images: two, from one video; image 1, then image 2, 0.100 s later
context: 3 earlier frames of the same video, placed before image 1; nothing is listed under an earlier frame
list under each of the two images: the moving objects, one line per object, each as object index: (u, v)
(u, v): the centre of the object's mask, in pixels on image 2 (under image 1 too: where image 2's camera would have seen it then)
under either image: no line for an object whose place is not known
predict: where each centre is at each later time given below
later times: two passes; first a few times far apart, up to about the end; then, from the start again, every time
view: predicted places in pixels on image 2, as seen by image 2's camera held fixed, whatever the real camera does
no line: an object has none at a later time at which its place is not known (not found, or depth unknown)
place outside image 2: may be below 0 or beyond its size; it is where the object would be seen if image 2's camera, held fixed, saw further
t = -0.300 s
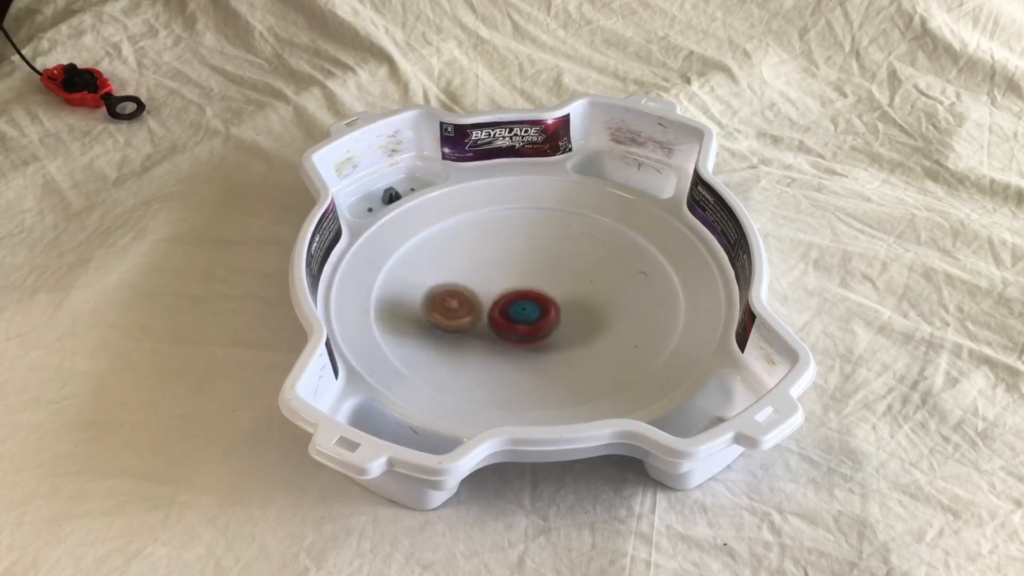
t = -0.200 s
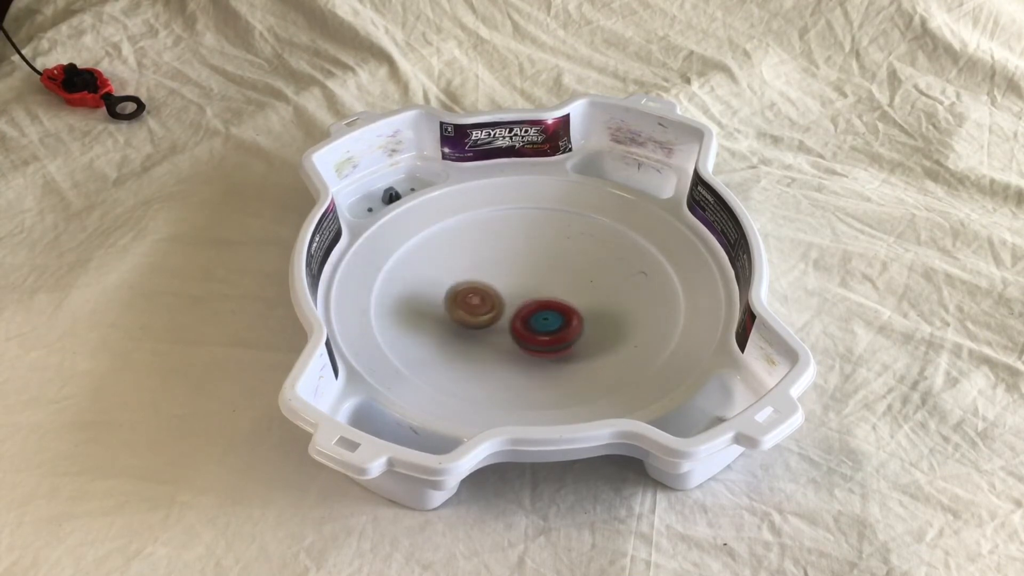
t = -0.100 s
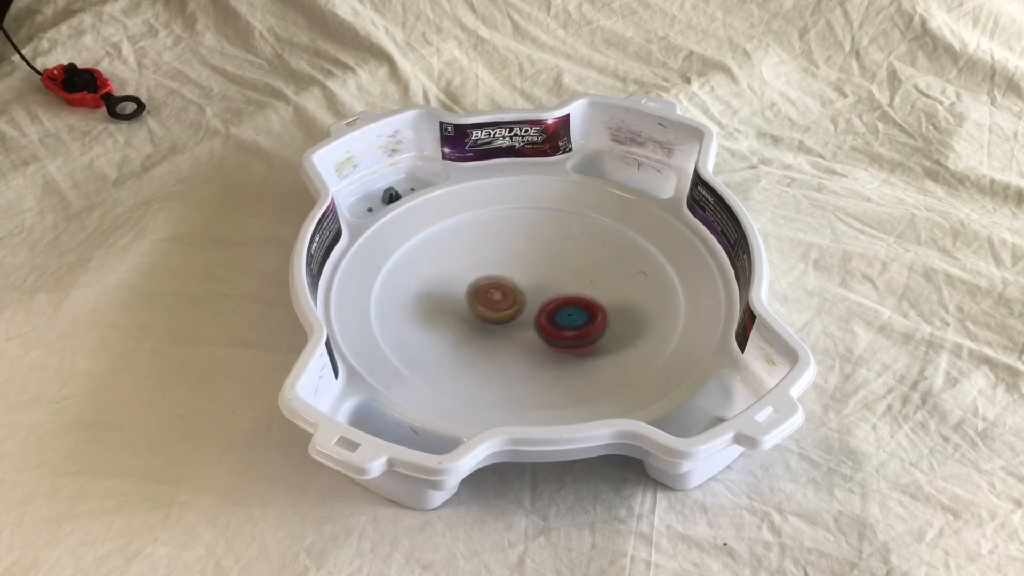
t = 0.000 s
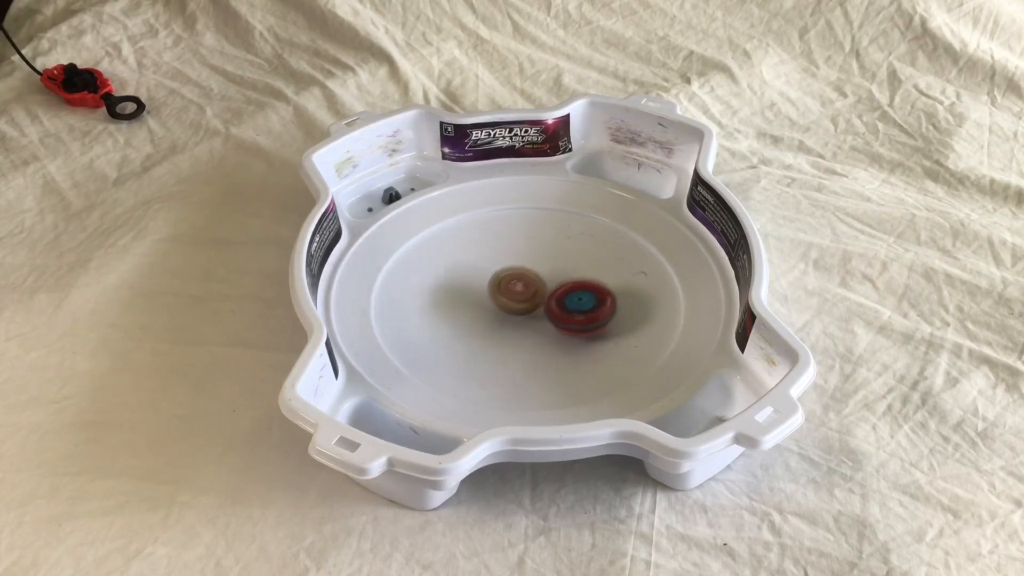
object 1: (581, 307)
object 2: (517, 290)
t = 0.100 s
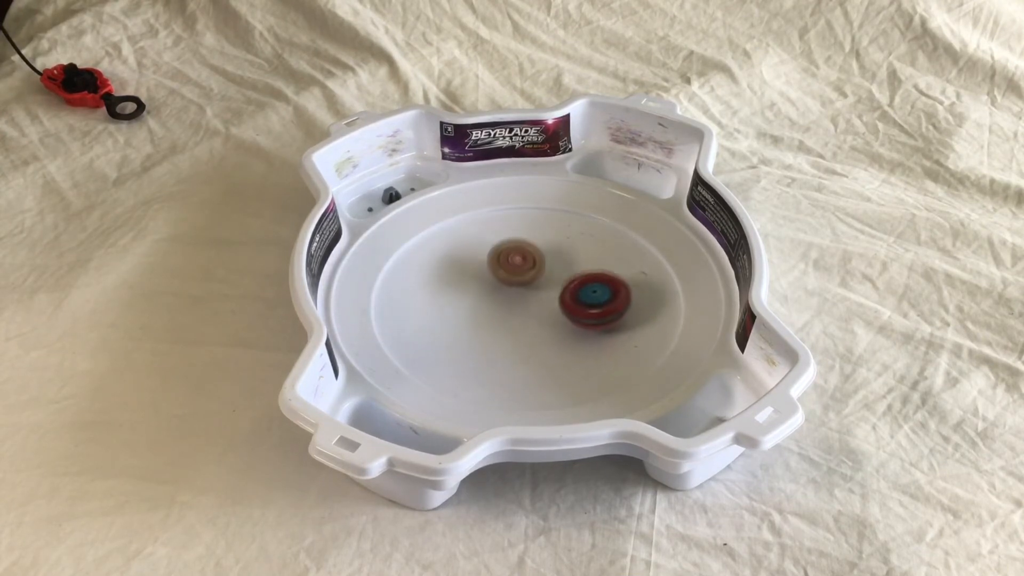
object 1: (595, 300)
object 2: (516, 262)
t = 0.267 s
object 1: (584, 281)
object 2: (524, 243)
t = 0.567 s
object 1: (534, 340)
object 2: (502, 200)
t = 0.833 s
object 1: (570, 354)
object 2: (517, 203)
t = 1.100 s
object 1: (534, 312)
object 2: (534, 253)
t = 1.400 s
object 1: (441, 309)
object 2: (590, 247)
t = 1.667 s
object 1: (436, 308)
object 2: (578, 273)
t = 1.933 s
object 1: (483, 276)
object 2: (532, 324)
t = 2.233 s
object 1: (512, 233)
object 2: (501, 341)
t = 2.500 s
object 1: (516, 232)
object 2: (488, 322)
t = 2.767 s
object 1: (583, 265)
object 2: (459, 273)
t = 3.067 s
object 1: (626, 278)
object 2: (449, 240)
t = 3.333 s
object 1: (606, 307)
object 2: (500, 255)
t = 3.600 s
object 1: (543, 330)
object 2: (577, 283)
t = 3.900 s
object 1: (477, 321)
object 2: (609, 307)
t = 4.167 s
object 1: (447, 291)
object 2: (560, 320)
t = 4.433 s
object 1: (457, 259)
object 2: (476, 308)
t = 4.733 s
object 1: (505, 238)
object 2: (443, 285)
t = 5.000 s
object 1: (557, 248)
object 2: (486, 269)
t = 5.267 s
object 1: (633, 284)
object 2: (445, 246)
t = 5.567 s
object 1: (607, 322)
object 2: (456, 266)
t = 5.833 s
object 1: (524, 335)
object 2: (498, 290)
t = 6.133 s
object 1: (439, 300)
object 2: (509, 284)
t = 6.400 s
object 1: (445, 262)
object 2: (519, 293)
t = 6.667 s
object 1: (518, 249)
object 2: (517, 302)
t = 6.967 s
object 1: (609, 260)
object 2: (511, 300)
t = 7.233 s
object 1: (604, 295)
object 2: (519, 292)
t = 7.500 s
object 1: (506, 341)
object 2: (523, 278)
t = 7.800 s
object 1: (421, 318)
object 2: (531, 274)
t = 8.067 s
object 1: (456, 270)
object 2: (529, 284)
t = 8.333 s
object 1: (546, 224)
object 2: (510, 292)
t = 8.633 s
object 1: (610, 256)
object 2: (501, 286)
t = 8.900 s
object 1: (574, 330)
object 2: (510, 283)
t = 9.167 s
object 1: (473, 347)
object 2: (523, 295)
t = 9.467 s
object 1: (444, 276)
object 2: (520, 303)
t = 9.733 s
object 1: (505, 228)
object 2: (516, 298)
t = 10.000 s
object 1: (578, 251)
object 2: (528, 288)
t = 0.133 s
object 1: (598, 296)
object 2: (518, 255)
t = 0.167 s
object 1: (598, 292)
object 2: (520, 252)
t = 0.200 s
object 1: (595, 288)
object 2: (522, 248)
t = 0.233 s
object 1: (591, 285)
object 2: (523, 245)
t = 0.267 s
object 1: (584, 281)
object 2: (524, 243)
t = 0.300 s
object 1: (575, 279)
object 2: (525, 241)
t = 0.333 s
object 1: (565, 279)
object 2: (526, 239)
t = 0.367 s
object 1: (555, 281)
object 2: (527, 236)
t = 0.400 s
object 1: (547, 298)
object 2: (525, 211)
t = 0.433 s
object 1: (540, 311)
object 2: (520, 193)
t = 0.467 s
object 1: (536, 321)
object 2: (514, 192)
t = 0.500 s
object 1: (534, 329)
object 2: (508, 200)
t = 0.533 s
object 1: (534, 335)
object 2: (504, 200)
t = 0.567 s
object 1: (534, 340)
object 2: (502, 200)
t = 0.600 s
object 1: (536, 345)
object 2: (503, 200)
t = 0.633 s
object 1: (539, 349)
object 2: (503, 199)
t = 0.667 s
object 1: (542, 353)
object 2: (505, 198)
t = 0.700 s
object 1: (547, 356)
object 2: (507, 198)
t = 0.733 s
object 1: (553, 357)
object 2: (509, 198)
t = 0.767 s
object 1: (559, 357)
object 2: (512, 199)
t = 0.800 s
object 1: (565, 357)
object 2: (514, 201)
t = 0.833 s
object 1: (570, 354)
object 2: (517, 203)
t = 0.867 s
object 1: (573, 350)
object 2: (519, 206)
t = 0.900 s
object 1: (573, 345)
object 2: (521, 210)
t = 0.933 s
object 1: (571, 340)
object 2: (523, 214)
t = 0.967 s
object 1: (567, 334)
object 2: (525, 220)
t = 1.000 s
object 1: (561, 328)
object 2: (527, 225)
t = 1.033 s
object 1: (553, 323)
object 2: (528, 233)
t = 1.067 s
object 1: (544, 317)
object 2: (530, 243)
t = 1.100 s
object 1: (534, 312)
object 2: (534, 253)
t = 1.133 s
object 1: (524, 307)
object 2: (539, 261)
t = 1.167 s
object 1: (508, 311)
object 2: (556, 254)
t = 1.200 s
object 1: (493, 313)
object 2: (571, 249)
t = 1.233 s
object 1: (481, 312)
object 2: (580, 247)
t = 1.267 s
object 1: (470, 312)
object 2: (583, 246)
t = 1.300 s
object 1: (462, 311)
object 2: (586, 246)
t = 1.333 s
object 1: (454, 310)
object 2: (588, 246)
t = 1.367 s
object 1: (447, 310)
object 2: (589, 246)
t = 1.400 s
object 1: (441, 309)
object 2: (590, 247)
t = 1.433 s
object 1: (435, 309)
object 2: (591, 249)
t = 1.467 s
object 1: (431, 308)
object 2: (591, 251)
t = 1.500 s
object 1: (427, 308)
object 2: (591, 254)
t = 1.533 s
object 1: (424, 308)
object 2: (589, 257)
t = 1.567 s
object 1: (424, 309)
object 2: (588, 260)
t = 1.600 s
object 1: (427, 309)
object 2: (585, 264)
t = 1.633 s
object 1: (430, 309)
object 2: (582, 268)
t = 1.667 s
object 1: (436, 308)
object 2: (578, 273)
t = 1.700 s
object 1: (442, 306)
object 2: (574, 278)
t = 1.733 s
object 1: (448, 303)
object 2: (568, 285)
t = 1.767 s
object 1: (455, 300)
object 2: (563, 292)
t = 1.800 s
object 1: (461, 295)
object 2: (557, 298)
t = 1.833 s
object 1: (467, 291)
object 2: (550, 305)
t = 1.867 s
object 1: (473, 286)
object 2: (544, 313)
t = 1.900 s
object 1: (479, 281)
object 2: (538, 319)
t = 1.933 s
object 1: (483, 276)
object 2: (532, 324)
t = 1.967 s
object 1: (488, 271)
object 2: (527, 329)
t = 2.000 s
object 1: (492, 265)
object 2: (523, 333)
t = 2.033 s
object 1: (496, 261)
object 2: (518, 336)
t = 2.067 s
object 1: (500, 255)
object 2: (515, 338)
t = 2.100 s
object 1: (503, 251)
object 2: (512, 339)
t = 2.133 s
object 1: (506, 246)
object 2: (509, 340)
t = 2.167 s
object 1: (508, 241)
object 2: (506, 341)
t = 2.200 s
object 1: (510, 237)
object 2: (504, 341)
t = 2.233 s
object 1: (512, 233)
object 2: (501, 341)
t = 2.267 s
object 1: (514, 230)
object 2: (498, 340)
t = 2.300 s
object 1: (515, 226)
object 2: (496, 339)
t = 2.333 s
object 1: (515, 224)
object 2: (494, 338)
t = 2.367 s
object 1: (515, 222)
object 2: (492, 335)
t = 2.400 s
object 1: (515, 223)
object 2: (491, 332)
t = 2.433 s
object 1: (515, 225)
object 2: (489, 329)
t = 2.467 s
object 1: (515, 228)
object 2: (488, 326)
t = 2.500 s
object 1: (516, 232)
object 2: (488, 322)
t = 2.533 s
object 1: (518, 237)
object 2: (487, 318)
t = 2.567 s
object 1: (522, 242)
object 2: (488, 313)
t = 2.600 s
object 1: (527, 247)
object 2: (487, 307)
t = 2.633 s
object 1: (532, 252)
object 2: (488, 301)
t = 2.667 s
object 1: (537, 257)
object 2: (488, 294)
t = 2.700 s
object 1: (545, 261)
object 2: (485, 287)
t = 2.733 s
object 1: (566, 263)
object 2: (469, 279)
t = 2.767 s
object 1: (583, 265)
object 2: (459, 273)
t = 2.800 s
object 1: (595, 266)
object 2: (453, 266)
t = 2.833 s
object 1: (603, 267)
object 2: (448, 259)
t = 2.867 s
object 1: (609, 269)
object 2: (444, 255)
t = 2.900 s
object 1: (614, 270)
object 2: (443, 251)
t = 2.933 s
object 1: (618, 271)
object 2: (443, 248)
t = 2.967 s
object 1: (620, 272)
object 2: (443, 245)
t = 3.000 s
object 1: (623, 273)
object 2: (444, 243)
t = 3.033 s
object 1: (624, 275)
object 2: (446, 241)
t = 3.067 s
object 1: (626, 278)
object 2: (449, 240)
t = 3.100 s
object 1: (626, 281)
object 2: (451, 240)
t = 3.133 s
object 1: (626, 284)
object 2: (455, 240)
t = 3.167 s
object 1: (624, 287)
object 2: (460, 241)
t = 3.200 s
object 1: (622, 291)
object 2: (465, 243)
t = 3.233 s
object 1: (619, 295)
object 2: (471, 246)
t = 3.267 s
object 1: (616, 299)
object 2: (479, 249)
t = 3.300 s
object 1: (611, 304)
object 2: (489, 252)
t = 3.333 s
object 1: (606, 307)
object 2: (500, 255)
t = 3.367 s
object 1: (600, 311)
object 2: (510, 259)
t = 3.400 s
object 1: (593, 315)
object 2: (519, 262)
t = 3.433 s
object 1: (586, 319)
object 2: (529, 266)
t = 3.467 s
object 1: (577, 322)
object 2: (539, 269)
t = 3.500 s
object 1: (569, 325)
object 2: (550, 273)
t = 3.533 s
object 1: (560, 328)
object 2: (560, 277)
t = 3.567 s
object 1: (551, 329)
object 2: (568, 279)
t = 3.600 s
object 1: (543, 330)
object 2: (577, 283)
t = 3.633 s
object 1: (534, 331)
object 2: (586, 287)
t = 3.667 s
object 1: (526, 331)
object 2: (593, 291)
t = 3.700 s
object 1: (518, 331)
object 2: (599, 294)
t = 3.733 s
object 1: (510, 330)
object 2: (604, 297)
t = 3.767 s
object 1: (503, 329)
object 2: (608, 300)
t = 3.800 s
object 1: (496, 328)
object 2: (610, 302)
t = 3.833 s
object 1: (489, 325)
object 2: (610, 304)
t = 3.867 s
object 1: (483, 323)
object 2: (610, 306)
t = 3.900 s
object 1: (477, 321)
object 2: (609, 307)
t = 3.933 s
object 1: (471, 318)
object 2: (607, 309)
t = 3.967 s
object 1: (466, 315)
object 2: (604, 311)
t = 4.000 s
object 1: (461, 311)
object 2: (600, 313)
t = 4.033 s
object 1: (457, 307)
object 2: (595, 314)
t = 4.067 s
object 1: (454, 304)
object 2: (588, 316)
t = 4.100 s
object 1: (451, 299)
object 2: (579, 317)
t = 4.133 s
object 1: (448, 296)
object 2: (569, 319)
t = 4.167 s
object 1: (447, 291)
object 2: (560, 320)
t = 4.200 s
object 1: (446, 287)
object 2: (548, 320)
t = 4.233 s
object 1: (446, 283)
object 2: (538, 320)
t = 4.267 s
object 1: (446, 278)
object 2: (527, 319)
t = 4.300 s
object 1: (447, 274)
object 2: (516, 318)
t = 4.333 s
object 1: (449, 270)
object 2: (505, 317)
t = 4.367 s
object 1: (451, 266)
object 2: (495, 314)
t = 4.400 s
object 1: (454, 262)
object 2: (485, 311)
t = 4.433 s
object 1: (457, 259)
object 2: (476, 308)
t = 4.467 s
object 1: (461, 255)
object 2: (467, 306)
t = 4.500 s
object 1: (466, 251)
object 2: (459, 303)
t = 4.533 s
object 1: (471, 247)
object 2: (453, 300)
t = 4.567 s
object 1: (476, 245)
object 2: (448, 297)
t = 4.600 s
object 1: (481, 243)
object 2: (445, 295)
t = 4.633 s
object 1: (487, 241)
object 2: (444, 292)
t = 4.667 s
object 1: (493, 239)
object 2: (443, 290)
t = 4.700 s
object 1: (499, 238)
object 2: (443, 287)
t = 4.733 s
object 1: (505, 238)
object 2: (443, 285)
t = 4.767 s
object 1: (512, 237)
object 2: (446, 283)
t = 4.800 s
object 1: (519, 237)
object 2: (448, 281)
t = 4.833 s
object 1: (525, 238)
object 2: (452, 279)
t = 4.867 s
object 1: (532, 240)
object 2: (456, 277)
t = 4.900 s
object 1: (538, 242)
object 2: (462, 275)
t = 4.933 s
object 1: (545, 244)
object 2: (471, 273)
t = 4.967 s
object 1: (551, 246)
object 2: (477, 271)
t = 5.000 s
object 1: (557, 248)
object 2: (486, 269)
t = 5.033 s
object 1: (562, 251)
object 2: (493, 267)
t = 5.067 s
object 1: (567, 255)
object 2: (504, 266)
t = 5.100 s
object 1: (581, 260)
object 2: (497, 259)
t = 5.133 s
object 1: (602, 266)
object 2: (476, 253)
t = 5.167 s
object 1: (615, 272)
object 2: (461, 249)
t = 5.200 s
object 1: (623, 277)
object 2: (452, 247)
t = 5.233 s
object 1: (629, 281)
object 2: (448, 246)
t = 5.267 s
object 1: (633, 284)
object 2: (445, 246)
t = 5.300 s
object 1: (634, 288)
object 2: (444, 246)
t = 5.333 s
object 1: (634, 292)
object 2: (442, 247)
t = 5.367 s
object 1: (634, 296)
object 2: (442, 249)
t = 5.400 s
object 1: (633, 300)
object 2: (442, 250)
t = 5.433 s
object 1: (630, 304)
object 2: (443, 252)
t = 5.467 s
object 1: (625, 310)
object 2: (445, 255)
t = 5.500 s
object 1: (620, 314)
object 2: (447, 258)
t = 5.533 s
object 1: (614, 318)
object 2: (450, 262)
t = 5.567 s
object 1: (607, 322)
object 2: (456, 266)
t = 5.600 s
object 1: (598, 326)
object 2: (463, 272)
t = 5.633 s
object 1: (589, 329)
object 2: (468, 277)
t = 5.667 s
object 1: (579, 331)
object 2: (474, 281)
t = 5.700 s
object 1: (569, 333)
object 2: (481, 286)
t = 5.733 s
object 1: (559, 334)
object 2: (486, 292)
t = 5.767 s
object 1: (547, 333)
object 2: (492, 296)
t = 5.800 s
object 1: (536, 335)
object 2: (498, 294)
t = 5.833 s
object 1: (524, 335)
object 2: (498, 290)
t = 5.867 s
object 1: (511, 335)
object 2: (498, 286)
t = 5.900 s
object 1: (500, 334)
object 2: (499, 283)
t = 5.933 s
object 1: (488, 331)
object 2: (501, 283)
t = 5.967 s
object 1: (477, 327)
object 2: (502, 283)
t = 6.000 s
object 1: (468, 322)
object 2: (504, 283)
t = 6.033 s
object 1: (458, 317)
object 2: (505, 283)
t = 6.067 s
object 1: (450, 311)
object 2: (505, 284)
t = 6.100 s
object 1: (444, 306)
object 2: (507, 283)
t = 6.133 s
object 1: (439, 300)
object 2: (509, 284)
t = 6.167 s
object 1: (435, 293)
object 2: (510, 285)
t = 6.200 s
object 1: (432, 289)
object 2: (512, 286)
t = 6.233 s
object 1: (431, 283)
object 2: (514, 287)
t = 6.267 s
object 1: (431, 278)
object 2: (515, 288)
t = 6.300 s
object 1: (432, 275)
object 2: (516, 288)
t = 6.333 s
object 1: (435, 270)
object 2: (518, 290)
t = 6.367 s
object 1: (440, 266)
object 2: (518, 292)
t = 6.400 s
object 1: (445, 262)
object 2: (519, 293)
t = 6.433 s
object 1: (450, 259)
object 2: (519, 295)
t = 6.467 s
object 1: (456, 257)
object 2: (519, 296)
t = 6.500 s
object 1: (464, 255)
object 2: (520, 297)
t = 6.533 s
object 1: (472, 253)
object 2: (520, 298)
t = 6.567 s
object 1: (482, 252)
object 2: (519, 300)
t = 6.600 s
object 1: (493, 250)
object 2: (519, 301)
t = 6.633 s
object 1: (504, 249)
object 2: (518, 302)
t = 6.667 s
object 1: (518, 249)
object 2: (517, 302)
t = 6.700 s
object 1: (531, 249)
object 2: (516, 303)
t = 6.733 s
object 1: (545, 250)
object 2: (516, 303)
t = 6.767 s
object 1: (558, 249)
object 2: (515, 302)
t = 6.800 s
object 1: (569, 251)
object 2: (513, 302)
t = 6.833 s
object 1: (580, 252)
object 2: (513, 302)
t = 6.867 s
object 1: (589, 253)
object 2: (512, 301)
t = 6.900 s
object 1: (598, 255)
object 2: (512, 300)
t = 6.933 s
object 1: (604, 257)
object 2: (512, 300)
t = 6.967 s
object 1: (609, 260)
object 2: (511, 300)
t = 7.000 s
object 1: (612, 262)
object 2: (511, 298)
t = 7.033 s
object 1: (615, 266)
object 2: (511, 297)
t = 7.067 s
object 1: (617, 268)
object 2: (513, 296)
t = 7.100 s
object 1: (616, 273)
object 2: (514, 295)
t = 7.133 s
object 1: (615, 278)
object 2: (515, 295)
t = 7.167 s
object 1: (613, 283)
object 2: (516, 294)
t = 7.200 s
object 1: (610, 289)
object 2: (517, 293)
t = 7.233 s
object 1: (604, 295)
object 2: (519, 292)
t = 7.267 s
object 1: (597, 301)
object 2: (520, 292)
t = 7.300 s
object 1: (589, 307)
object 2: (523, 291)
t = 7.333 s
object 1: (580, 314)
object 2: (524, 290)
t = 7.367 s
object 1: (568, 321)
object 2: (523, 288)
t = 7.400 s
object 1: (555, 328)
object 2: (523, 286)
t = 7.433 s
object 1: (539, 334)
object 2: (522, 283)
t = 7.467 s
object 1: (523, 339)
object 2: (523, 281)
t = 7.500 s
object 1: (506, 341)
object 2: (523, 278)
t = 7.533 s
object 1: (492, 343)
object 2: (524, 277)
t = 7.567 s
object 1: (476, 343)
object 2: (524, 276)
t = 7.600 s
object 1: (462, 341)
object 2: (526, 275)
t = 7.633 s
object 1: (450, 339)
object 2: (526, 274)
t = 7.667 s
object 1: (440, 336)
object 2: (527, 274)
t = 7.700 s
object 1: (433, 332)
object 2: (528, 274)
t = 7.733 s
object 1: (427, 328)
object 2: (529, 273)
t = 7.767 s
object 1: (423, 323)
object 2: (530, 273)
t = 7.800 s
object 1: (421, 318)
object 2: (531, 274)
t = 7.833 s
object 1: (419, 313)
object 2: (532, 274)
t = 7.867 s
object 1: (420, 307)
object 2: (532, 275)
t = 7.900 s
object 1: (422, 302)
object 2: (533, 276)
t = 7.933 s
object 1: (426, 296)
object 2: (532, 278)
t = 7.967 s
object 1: (431, 290)
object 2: (532, 279)
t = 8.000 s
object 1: (438, 285)
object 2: (531, 281)
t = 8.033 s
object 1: (446, 277)
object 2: (530, 283)
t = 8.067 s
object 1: (456, 270)
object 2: (529, 284)
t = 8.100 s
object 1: (466, 263)
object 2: (527, 285)
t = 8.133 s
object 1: (477, 254)
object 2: (526, 288)
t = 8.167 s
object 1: (488, 247)
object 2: (523, 289)
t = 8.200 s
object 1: (499, 240)
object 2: (520, 290)
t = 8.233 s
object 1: (512, 234)
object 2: (517, 291)
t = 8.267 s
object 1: (524, 230)
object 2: (515, 292)
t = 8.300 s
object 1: (535, 226)
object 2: (512, 292)
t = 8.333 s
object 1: (546, 224)
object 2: (510, 292)
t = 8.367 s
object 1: (556, 224)
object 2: (508, 291)
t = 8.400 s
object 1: (567, 223)
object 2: (506, 291)
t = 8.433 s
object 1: (577, 225)
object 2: (504, 291)
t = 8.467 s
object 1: (585, 227)
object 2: (503, 290)
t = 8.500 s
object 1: (593, 231)
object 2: (502, 289)
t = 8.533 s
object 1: (599, 236)
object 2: (502, 288)
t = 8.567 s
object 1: (603, 241)
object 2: (501, 288)
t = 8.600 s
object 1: (608, 247)
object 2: (501, 287)
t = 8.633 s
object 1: (610, 256)
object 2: (501, 286)
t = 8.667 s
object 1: (611, 264)
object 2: (502, 285)
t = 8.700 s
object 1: (611, 273)
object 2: (502, 285)
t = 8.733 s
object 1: (609, 282)
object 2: (503, 284)
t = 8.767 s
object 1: (605, 292)
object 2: (504, 283)
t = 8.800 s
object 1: (600, 302)
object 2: (506, 283)
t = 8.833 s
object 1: (593, 312)
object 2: (507, 283)
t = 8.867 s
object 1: (584, 322)
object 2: (509, 283)
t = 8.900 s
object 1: (574, 330)
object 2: (510, 283)
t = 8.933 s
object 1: (563, 338)
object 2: (512, 284)
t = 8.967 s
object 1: (549, 344)
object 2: (515, 285)
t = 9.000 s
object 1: (537, 348)
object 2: (517, 287)
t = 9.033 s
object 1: (524, 351)
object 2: (518, 288)
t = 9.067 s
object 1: (509, 353)
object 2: (520, 290)
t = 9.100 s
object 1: (497, 352)
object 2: (521, 292)
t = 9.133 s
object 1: (484, 350)
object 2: (522, 294)
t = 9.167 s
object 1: (473, 347)
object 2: (523, 295)
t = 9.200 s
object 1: (464, 342)
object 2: (523, 297)
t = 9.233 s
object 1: (457, 335)
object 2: (523, 298)
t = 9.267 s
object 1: (450, 329)
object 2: (523, 299)
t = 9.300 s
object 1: (444, 320)
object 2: (523, 301)
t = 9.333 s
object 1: (441, 312)
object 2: (523, 301)
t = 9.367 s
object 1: (439, 303)
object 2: (522, 302)
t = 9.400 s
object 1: (439, 294)
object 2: (522, 302)
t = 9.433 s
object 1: (440, 285)
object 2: (521, 303)
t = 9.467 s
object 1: (444, 276)
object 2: (520, 303)
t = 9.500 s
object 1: (448, 268)
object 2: (519, 303)
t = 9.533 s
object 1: (454, 260)
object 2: (518, 303)
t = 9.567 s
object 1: (460, 252)
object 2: (517, 303)
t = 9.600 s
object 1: (468, 245)
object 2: (517, 302)
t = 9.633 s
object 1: (478, 240)
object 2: (516, 301)
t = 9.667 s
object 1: (486, 235)
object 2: (516, 300)
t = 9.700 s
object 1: (495, 230)
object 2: (515, 299)
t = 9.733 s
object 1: (505, 228)
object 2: (516, 298)
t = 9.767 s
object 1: (516, 227)
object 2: (516, 296)
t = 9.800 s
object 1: (525, 227)
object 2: (517, 295)
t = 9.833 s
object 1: (534, 228)
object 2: (518, 294)
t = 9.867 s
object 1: (544, 229)
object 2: (520, 292)
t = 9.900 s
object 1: (554, 233)
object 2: (521, 291)
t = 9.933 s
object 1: (562, 239)
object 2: (524, 290)
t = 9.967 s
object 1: (569, 245)
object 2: (526, 288)
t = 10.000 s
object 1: (578, 251)
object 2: (528, 288)
